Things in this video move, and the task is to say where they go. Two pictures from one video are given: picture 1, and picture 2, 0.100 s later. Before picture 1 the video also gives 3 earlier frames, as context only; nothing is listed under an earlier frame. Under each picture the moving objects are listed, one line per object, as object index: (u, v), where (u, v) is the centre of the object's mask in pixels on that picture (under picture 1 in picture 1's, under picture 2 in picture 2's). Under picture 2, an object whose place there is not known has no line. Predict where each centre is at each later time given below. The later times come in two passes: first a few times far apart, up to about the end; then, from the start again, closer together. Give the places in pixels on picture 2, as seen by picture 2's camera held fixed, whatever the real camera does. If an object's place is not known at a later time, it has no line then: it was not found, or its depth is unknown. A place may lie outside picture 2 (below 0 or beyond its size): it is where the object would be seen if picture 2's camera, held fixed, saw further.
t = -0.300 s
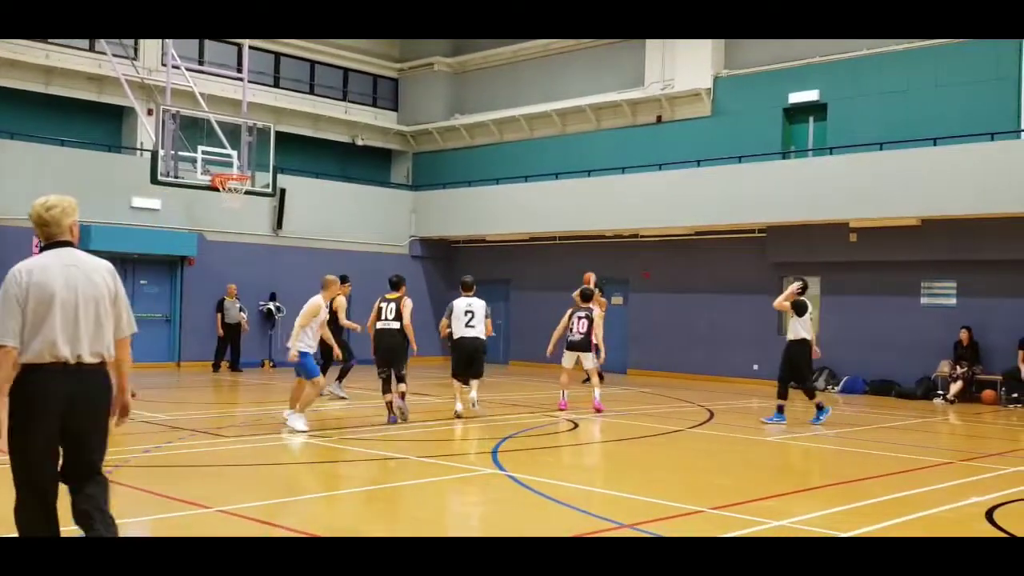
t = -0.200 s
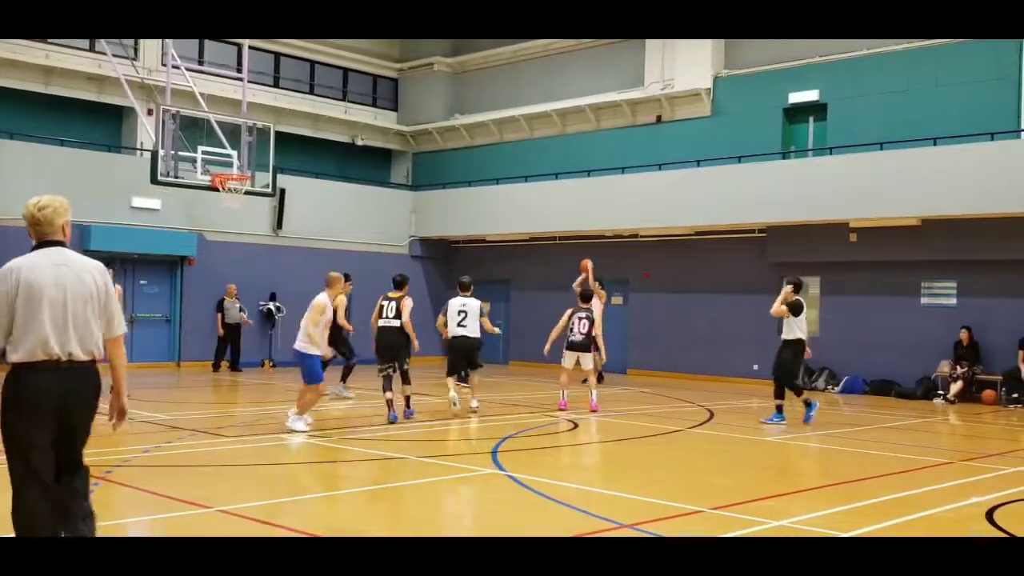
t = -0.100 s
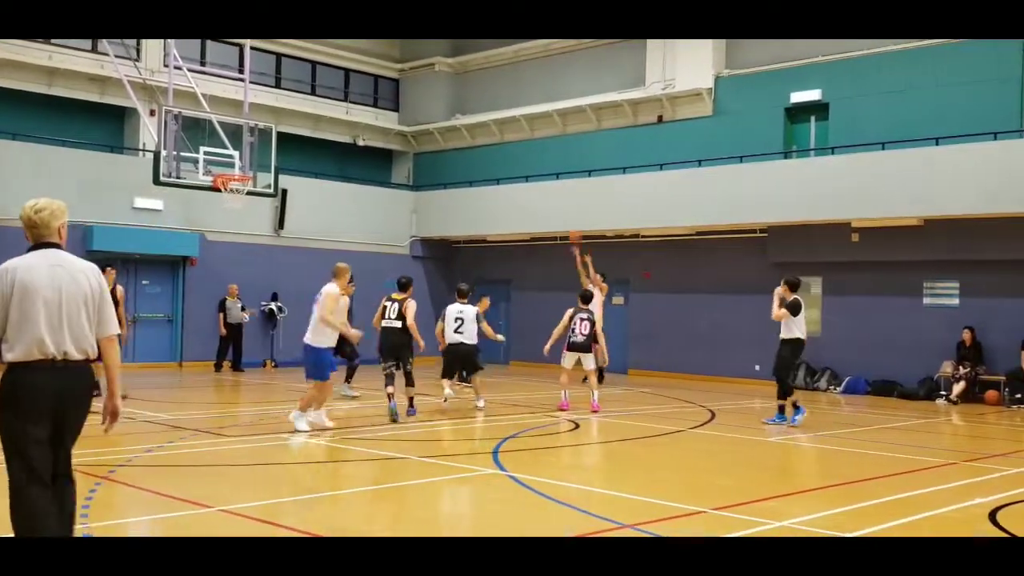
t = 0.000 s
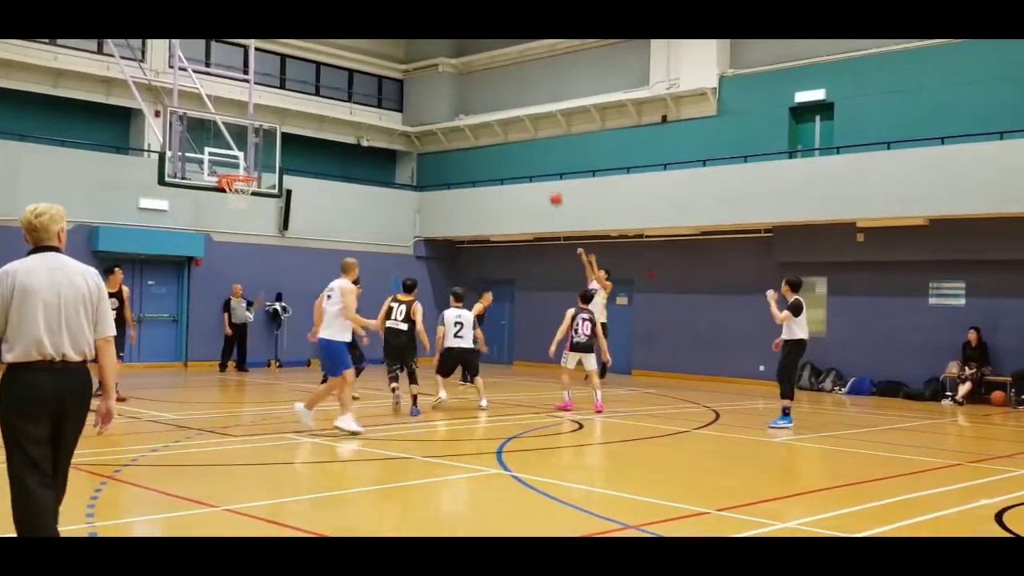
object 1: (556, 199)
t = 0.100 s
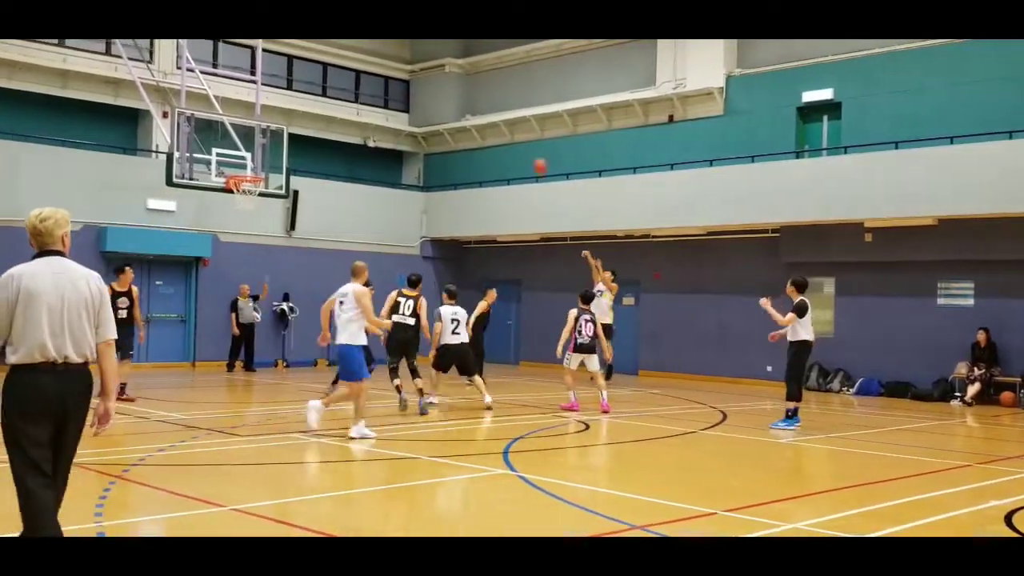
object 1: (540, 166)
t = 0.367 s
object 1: (475, 104)
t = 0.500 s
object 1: (443, 85)
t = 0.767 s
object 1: (370, 78)
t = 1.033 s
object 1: (290, 118)
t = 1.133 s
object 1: (258, 146)
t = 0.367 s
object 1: (475, 104)
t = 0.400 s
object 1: (467, 98)
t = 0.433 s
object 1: (459, 93)
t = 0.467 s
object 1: (451, 88)
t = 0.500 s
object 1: (443, 85)
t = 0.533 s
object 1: (433, 82)
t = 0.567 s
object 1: (425, 80)
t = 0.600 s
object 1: (416, 79)
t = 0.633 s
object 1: (407, 77)
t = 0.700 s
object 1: (388, 78)
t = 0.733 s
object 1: (380, 79)
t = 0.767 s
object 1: (370, 78)
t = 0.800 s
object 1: (360, 82)
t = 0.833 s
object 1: (351, 84)
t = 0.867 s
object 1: (340, 88)
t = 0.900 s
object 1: (331, 92)
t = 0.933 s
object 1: (321, 98)
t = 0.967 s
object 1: (310, 105)
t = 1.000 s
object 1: (301, 113)
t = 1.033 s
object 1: (290, 118)
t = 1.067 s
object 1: (280, 127)
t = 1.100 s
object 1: (269, 136)
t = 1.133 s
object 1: (258, 146)
